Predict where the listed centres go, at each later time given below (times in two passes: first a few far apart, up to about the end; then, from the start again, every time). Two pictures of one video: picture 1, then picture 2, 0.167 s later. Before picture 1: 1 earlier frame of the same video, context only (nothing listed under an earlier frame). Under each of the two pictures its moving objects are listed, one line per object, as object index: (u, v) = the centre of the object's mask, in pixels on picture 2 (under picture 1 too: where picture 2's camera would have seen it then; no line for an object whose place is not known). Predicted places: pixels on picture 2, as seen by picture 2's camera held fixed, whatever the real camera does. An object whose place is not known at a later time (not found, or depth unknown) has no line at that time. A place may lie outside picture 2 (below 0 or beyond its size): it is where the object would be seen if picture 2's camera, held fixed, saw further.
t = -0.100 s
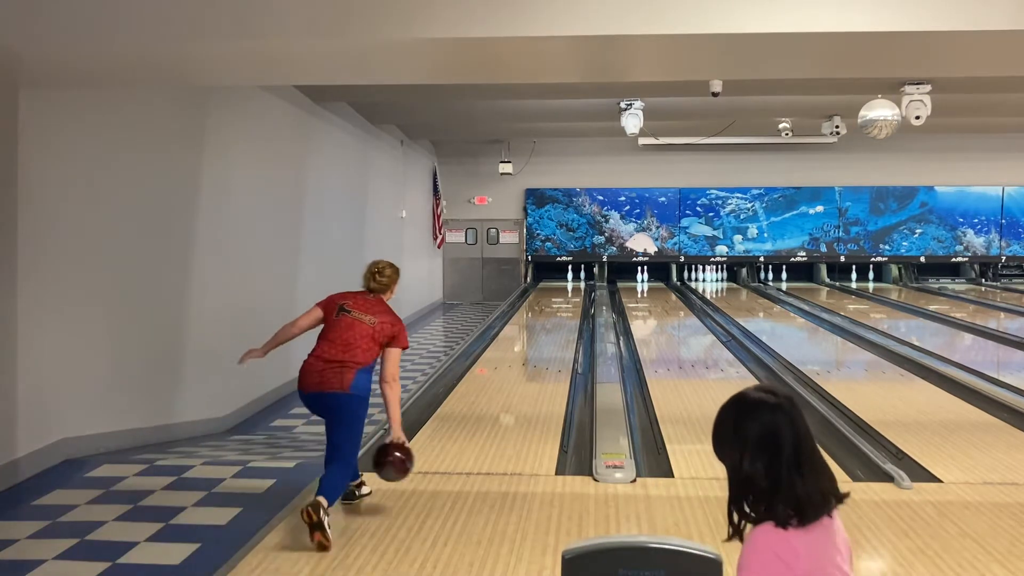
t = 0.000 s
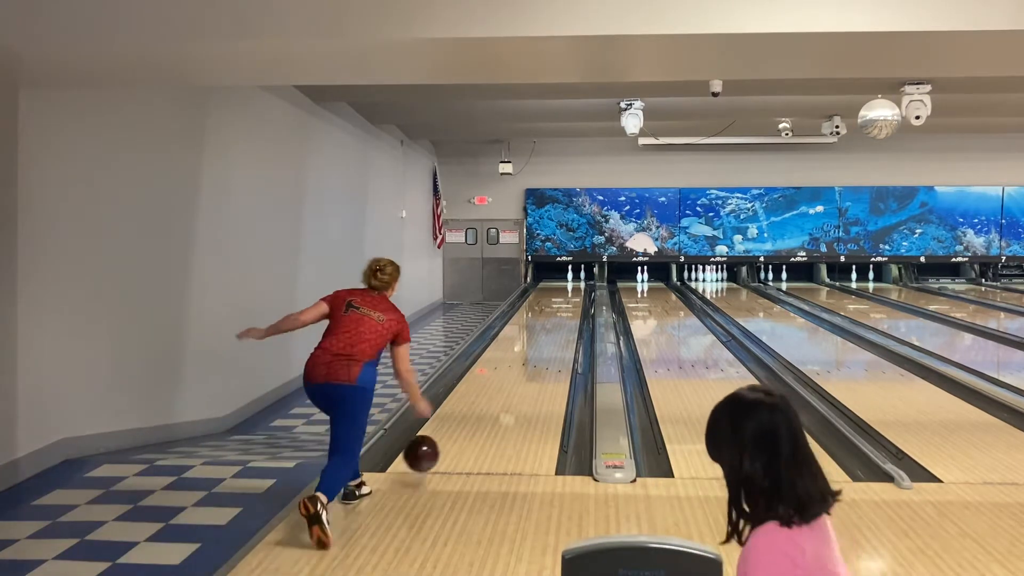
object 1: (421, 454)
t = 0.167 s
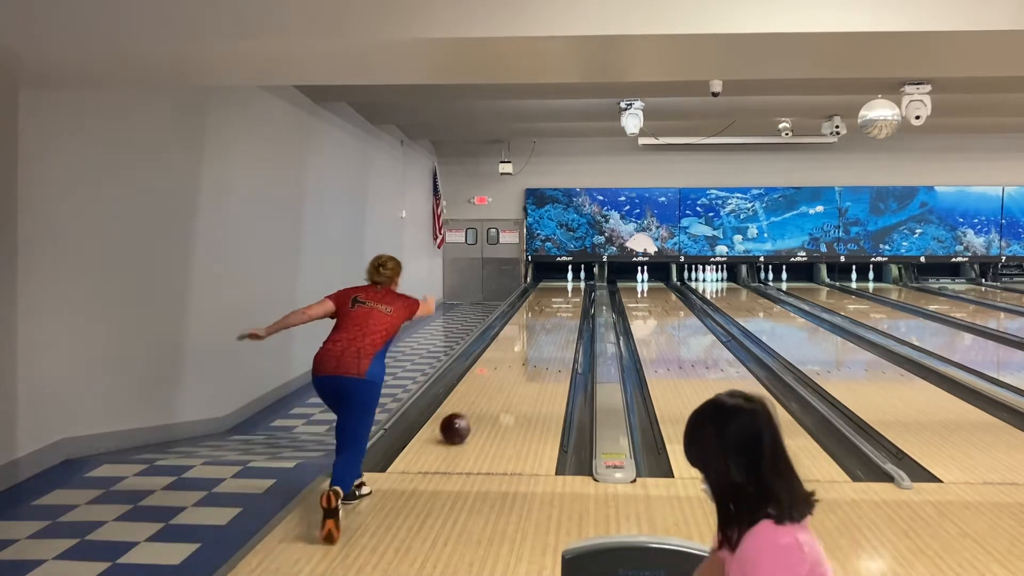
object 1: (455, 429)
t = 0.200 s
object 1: (460, 422)
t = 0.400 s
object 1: (487, 390)
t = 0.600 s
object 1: (506, 366)
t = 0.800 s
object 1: (521, 348)
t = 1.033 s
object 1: (534, 332)
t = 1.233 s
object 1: (543, 321)
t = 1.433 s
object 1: (550, 311)
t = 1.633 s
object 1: (556, 304)
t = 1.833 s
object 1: (560, 298)
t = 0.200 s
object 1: (460, 422)
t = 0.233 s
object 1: (465, 416)
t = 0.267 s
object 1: (470, 410)
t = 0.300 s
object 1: (475, 404)
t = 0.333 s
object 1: (479, 399)
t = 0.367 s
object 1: (483, 394)
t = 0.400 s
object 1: (487, 390)
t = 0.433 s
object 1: (491, 385)
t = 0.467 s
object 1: (494, 381)
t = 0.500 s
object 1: (497, 377)
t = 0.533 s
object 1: (500, 373)
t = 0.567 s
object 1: (503, 369)
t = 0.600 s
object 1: (506, 366)
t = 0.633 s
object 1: (509, 362)
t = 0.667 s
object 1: (512, 359)
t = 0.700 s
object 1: (514, 356)
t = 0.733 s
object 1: (516, 354)
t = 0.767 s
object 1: (519, 351)
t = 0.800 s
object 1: (521, 348)
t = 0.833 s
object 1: (523, 346)
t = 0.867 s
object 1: (525, 343)
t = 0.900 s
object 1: (527, 341)
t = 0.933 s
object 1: (529, 338)
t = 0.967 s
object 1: (530, 336)
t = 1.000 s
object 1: (532, 334)
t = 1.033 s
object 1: (534, 332)
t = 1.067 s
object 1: (536, 330)
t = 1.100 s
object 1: (537, 328)
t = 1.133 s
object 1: (539, 326)
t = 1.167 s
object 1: (540, 324)
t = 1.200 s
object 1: (541, 323)
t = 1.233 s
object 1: (543, 321)
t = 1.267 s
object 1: (544, 319)
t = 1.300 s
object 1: (545, 317)
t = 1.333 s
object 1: (546, 316)
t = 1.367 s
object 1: (548, 314)
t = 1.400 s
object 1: (549, 313)
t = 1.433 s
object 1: (550, 311)
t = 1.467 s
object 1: (551, 310)
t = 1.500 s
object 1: (552, 309)
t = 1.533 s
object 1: (553, 308)
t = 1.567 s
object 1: (554, 307)
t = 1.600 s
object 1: (555, 305)
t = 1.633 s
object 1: (556, 304)
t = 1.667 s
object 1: (557, 303)
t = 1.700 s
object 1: (558, 302)
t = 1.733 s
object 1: (558, 301)
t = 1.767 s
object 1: (558, 300)
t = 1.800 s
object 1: (559, 299)
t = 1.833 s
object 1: (560, 298)
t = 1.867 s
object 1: (561, 297)
